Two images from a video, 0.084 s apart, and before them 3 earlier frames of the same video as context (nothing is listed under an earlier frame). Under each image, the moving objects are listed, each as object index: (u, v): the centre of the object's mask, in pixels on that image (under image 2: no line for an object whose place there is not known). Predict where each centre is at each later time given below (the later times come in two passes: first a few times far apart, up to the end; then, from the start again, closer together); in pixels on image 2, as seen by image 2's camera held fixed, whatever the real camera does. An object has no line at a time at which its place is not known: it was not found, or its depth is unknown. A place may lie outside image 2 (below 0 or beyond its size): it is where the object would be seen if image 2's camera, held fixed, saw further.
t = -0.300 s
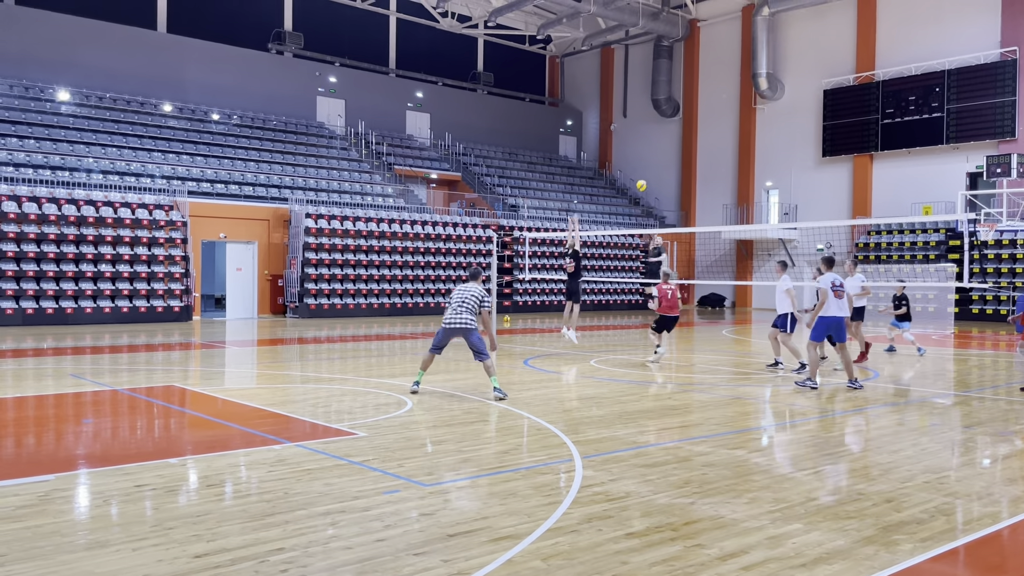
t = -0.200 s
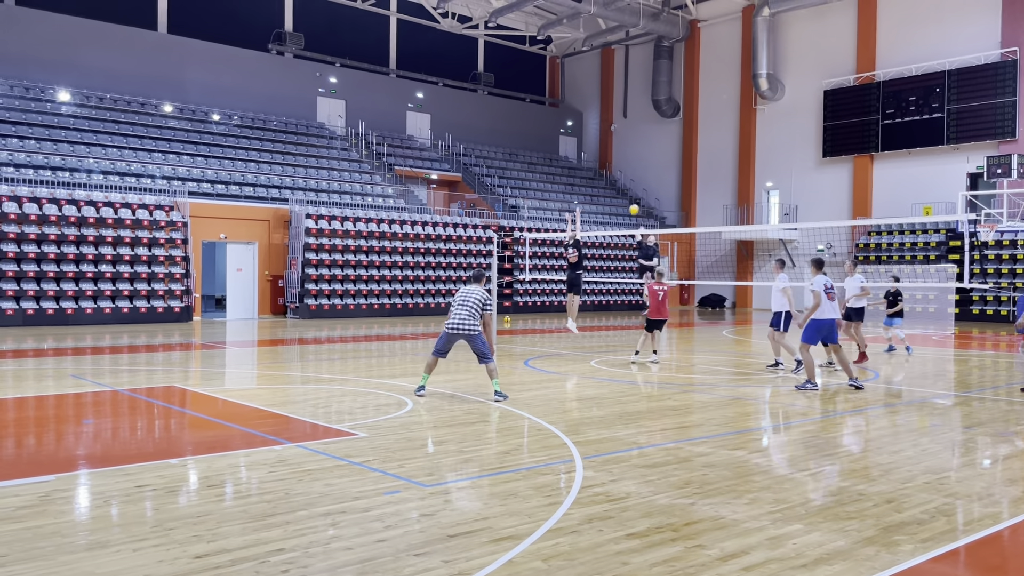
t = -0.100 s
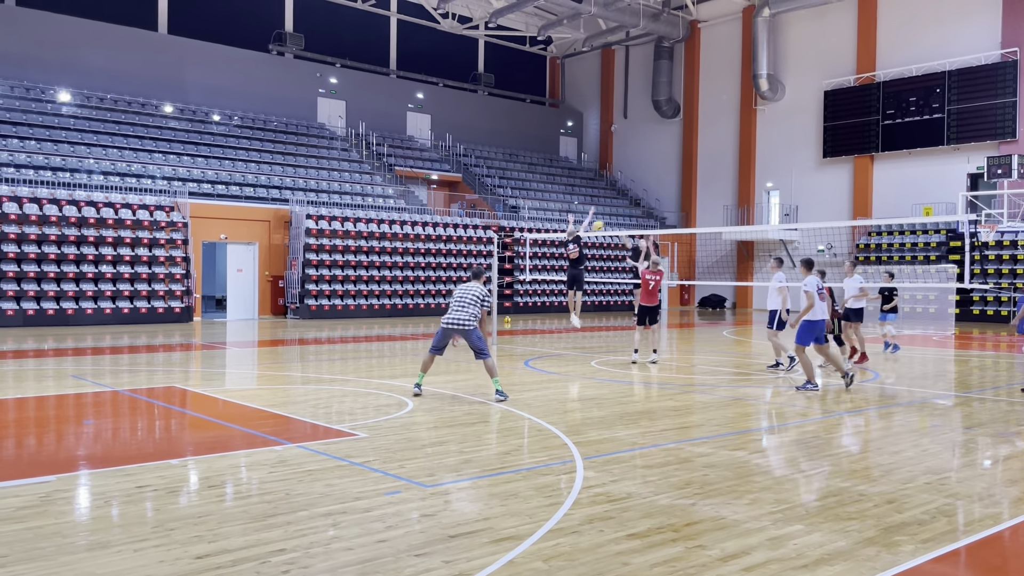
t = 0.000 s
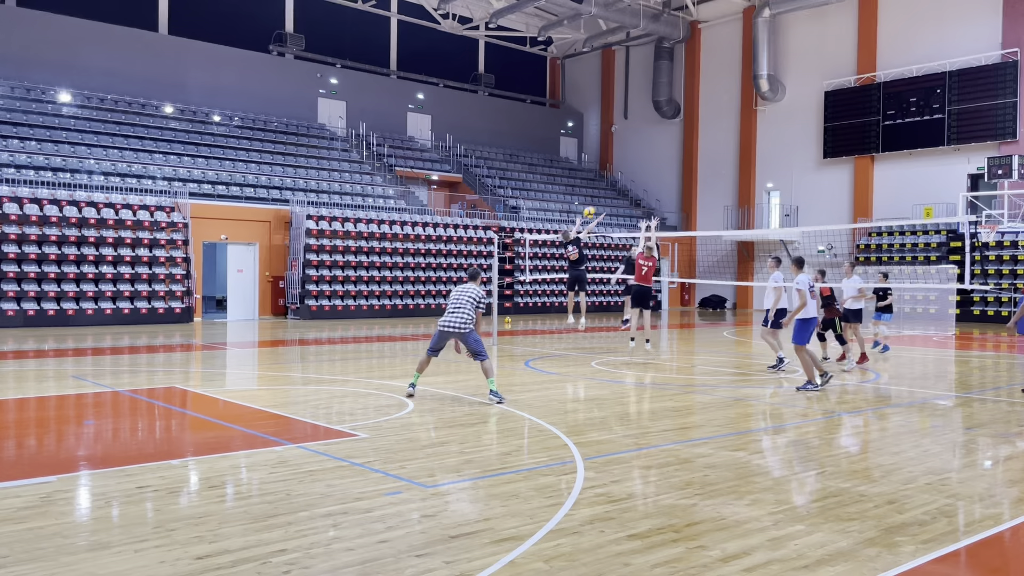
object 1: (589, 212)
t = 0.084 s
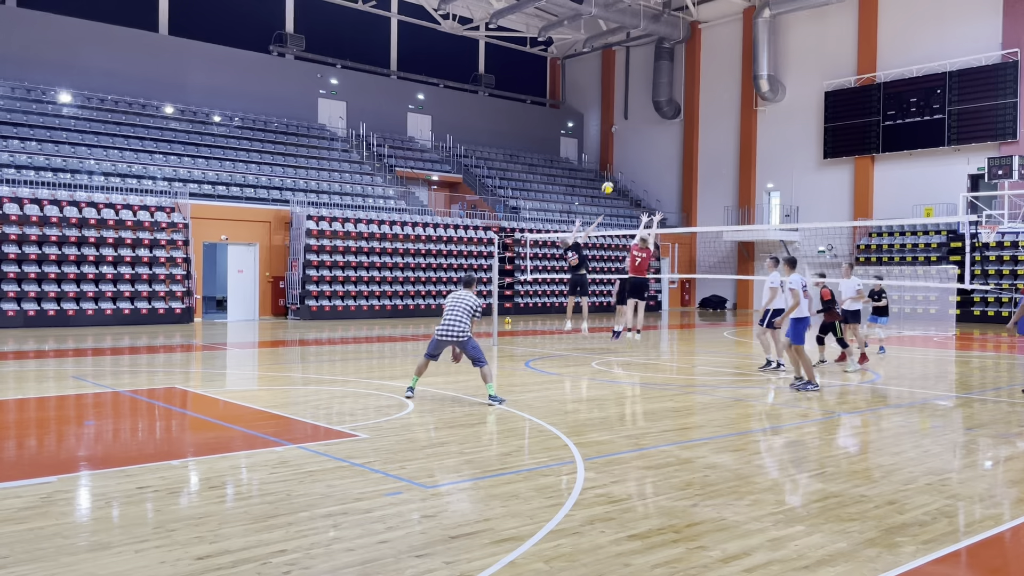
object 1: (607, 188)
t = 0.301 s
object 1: (655, 140)
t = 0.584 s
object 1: (717, 115)
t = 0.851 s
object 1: (775, 131)
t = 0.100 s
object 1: (611, 183)
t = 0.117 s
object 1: (615, 179)
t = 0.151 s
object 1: (622, 170)
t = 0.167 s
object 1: (625, 167)
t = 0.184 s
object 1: (629, 163)
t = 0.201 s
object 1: (633, 159)
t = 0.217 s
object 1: (637, 155)
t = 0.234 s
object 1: (640, 152)
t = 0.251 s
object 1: (644, 149)
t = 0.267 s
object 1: (648, 146)
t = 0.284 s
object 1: (651, 143)
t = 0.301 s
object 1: (655, 140)
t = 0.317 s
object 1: (659, 137)
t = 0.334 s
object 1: (663, 135)
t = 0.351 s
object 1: (666, 132)
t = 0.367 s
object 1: (670, 130)
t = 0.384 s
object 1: (674, 128)
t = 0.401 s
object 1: (677, 126)
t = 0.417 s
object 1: (681, 124)
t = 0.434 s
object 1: (684, 123)
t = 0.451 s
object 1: (688, 121)
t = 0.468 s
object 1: (692, 120)
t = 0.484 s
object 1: (696, 119)
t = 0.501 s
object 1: (699, 118)
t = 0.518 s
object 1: (703, 117)
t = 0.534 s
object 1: (706, 116)
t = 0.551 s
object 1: (710, 116)
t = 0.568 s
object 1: (714, 115)
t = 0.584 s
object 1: (717, 115)
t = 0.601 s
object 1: (721, 115)
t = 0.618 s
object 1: (725, 115)
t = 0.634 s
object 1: (728, 115)
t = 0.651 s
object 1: (732, 115)
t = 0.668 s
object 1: (736, 116)
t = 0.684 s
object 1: (739, 117)
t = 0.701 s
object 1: (743, 117)
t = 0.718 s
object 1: (746, 118)
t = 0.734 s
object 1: (750, 119)
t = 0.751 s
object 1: (754, 121)
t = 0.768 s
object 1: (757, 122)
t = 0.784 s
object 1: (760, 124)
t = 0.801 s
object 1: (764, 125)
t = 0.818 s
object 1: (768, 127)
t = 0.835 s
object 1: (771, 129)
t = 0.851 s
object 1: (775, 131)
